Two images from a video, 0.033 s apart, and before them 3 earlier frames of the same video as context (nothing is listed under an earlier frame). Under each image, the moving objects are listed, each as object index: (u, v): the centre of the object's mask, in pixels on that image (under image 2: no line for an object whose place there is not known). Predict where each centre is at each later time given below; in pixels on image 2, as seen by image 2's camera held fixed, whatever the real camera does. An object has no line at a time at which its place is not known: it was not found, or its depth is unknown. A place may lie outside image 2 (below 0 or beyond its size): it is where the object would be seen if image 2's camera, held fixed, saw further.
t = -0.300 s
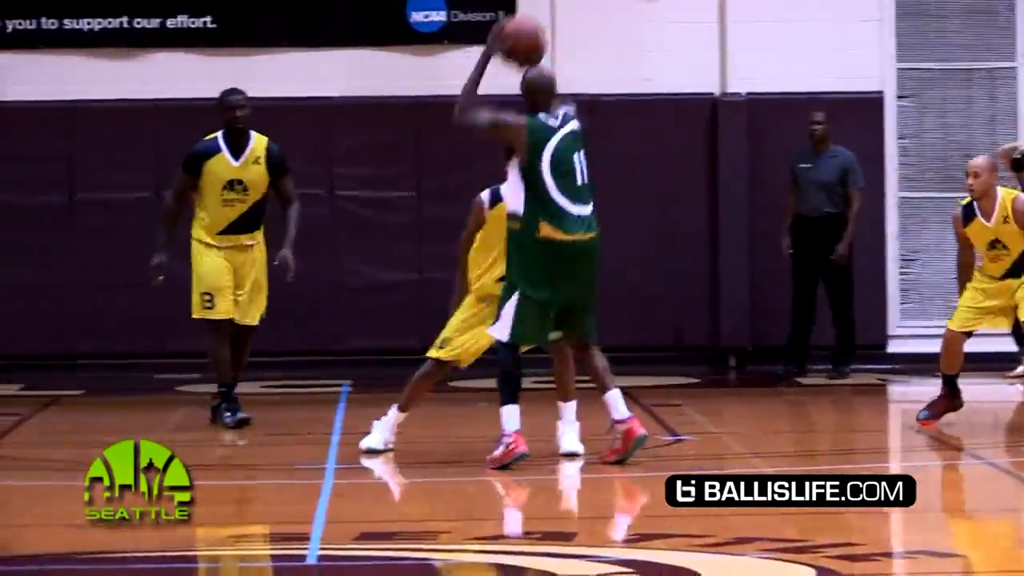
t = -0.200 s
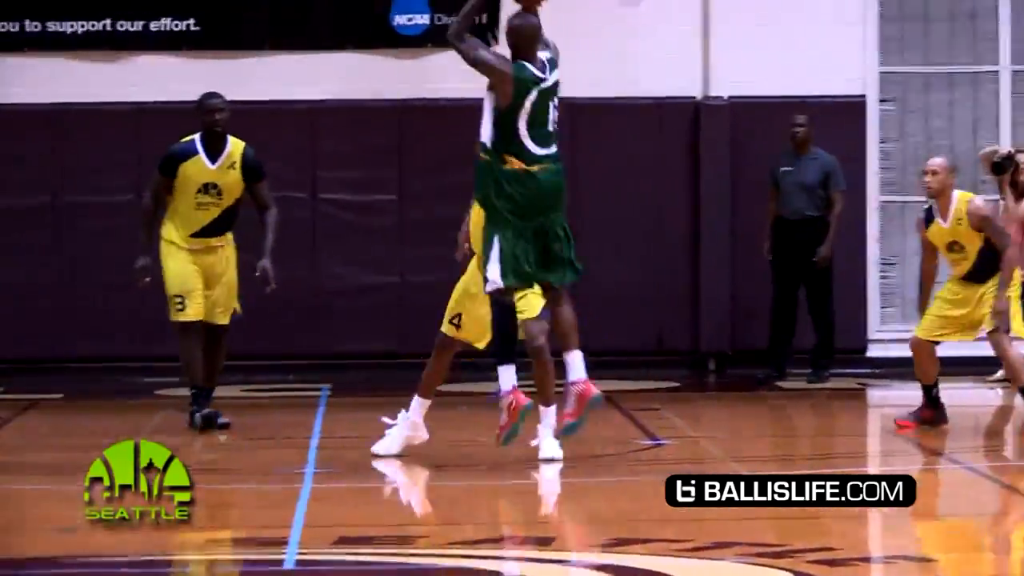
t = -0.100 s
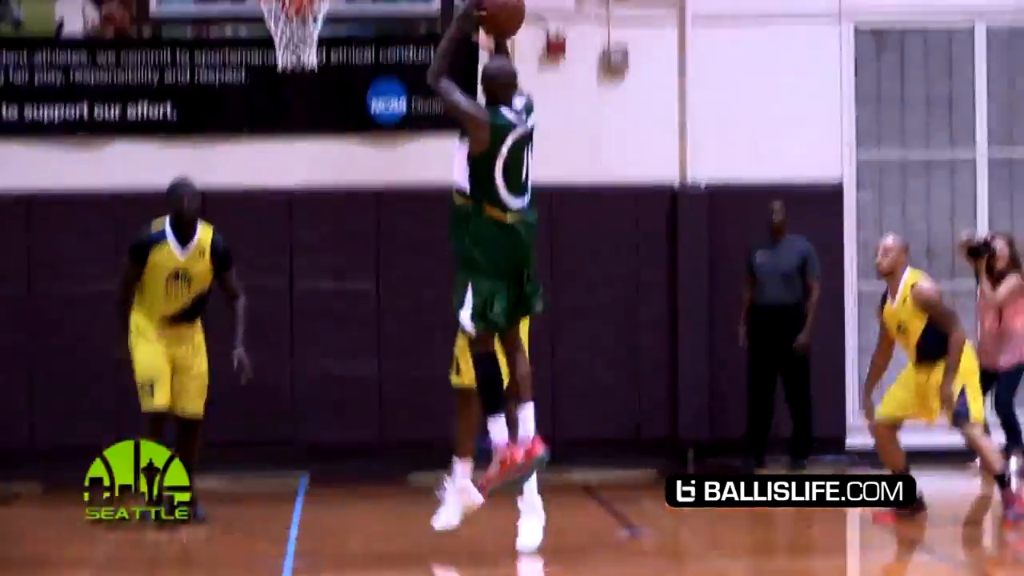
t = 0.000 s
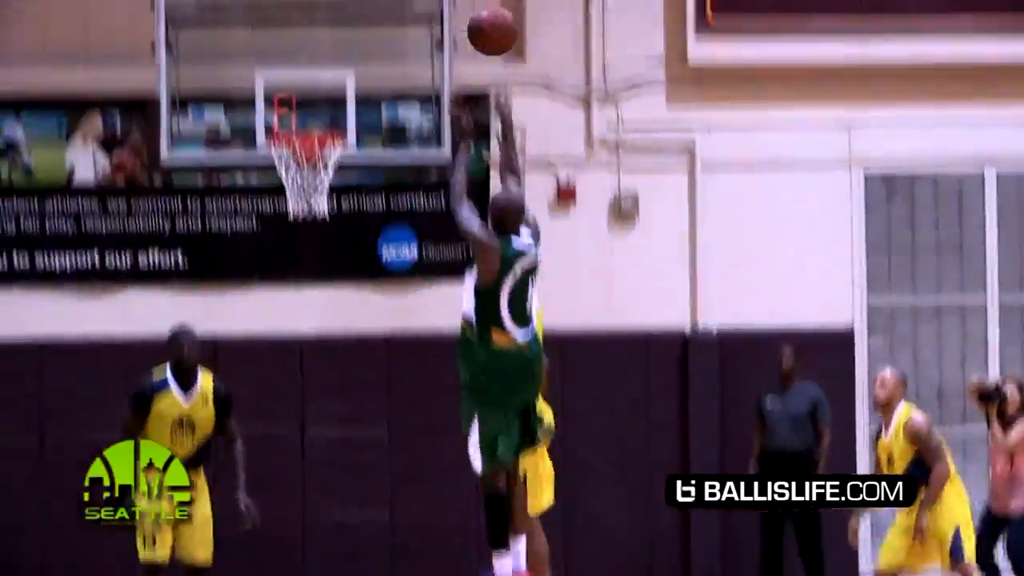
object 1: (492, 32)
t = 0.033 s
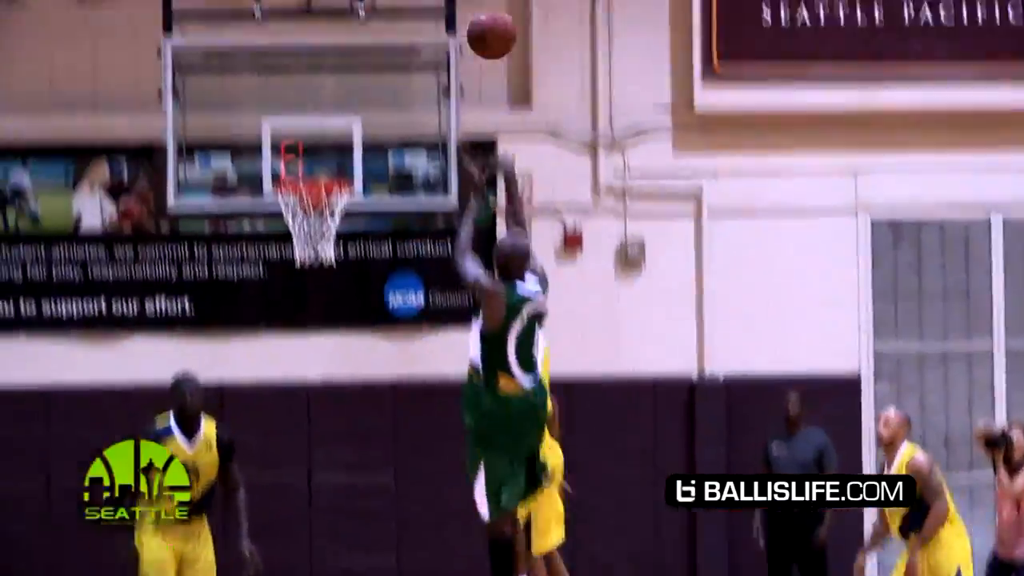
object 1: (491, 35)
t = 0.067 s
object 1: (485, -8)
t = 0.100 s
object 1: (478, -46)
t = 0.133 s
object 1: (473, -84)
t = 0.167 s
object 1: (468, -118)
